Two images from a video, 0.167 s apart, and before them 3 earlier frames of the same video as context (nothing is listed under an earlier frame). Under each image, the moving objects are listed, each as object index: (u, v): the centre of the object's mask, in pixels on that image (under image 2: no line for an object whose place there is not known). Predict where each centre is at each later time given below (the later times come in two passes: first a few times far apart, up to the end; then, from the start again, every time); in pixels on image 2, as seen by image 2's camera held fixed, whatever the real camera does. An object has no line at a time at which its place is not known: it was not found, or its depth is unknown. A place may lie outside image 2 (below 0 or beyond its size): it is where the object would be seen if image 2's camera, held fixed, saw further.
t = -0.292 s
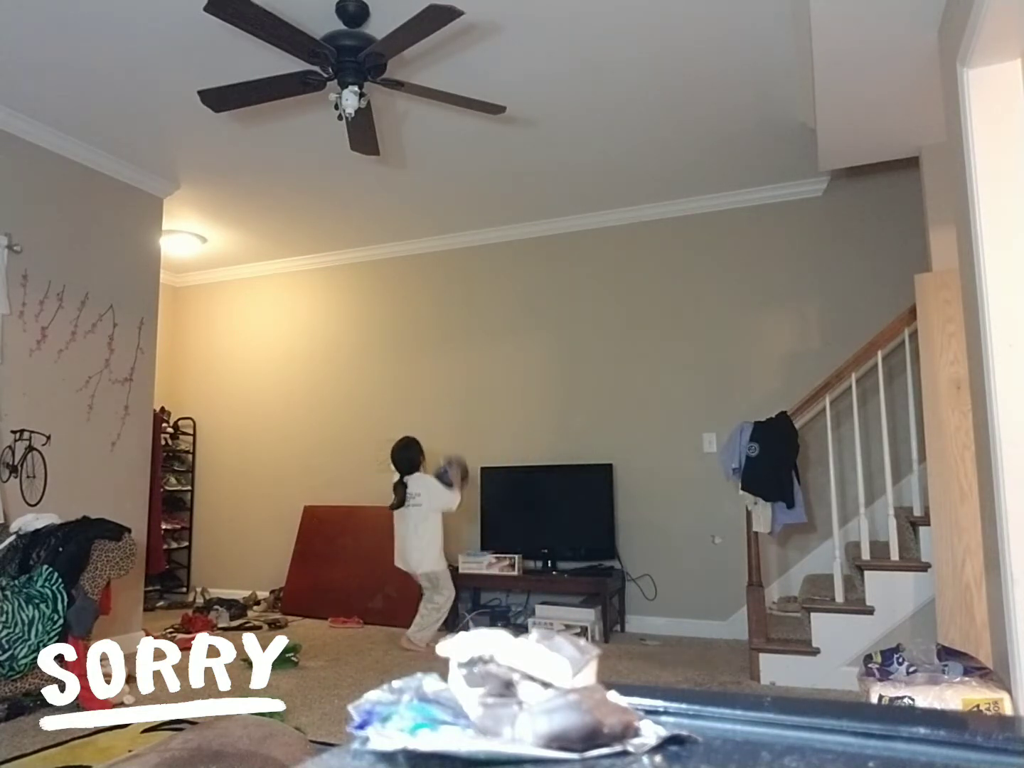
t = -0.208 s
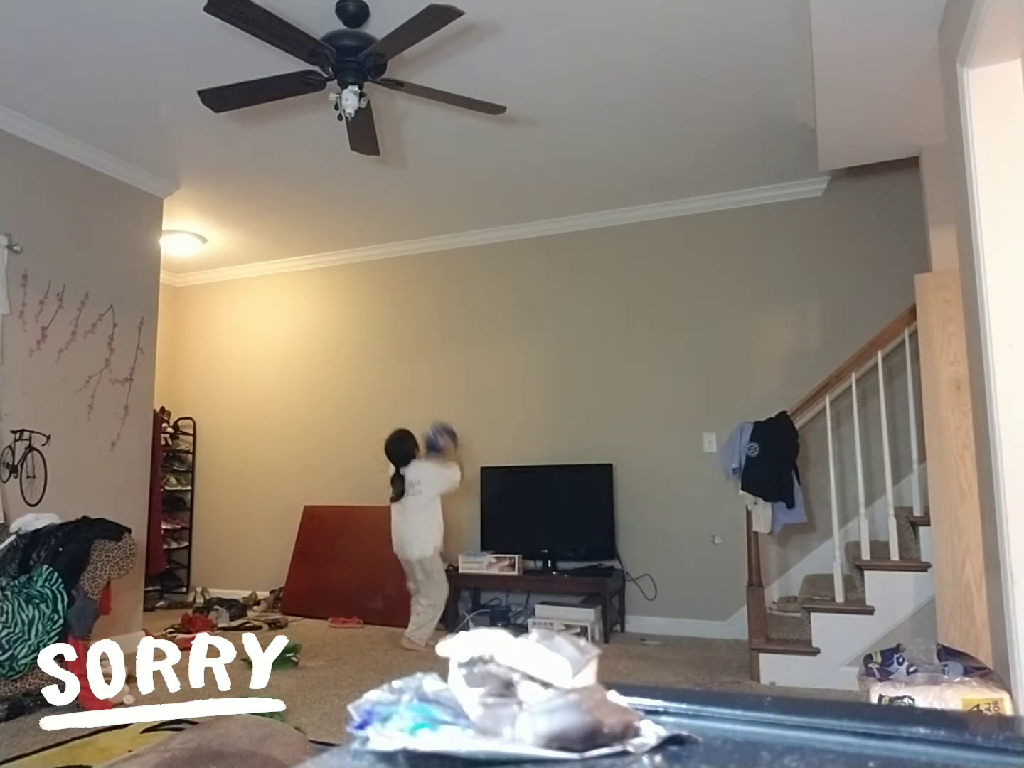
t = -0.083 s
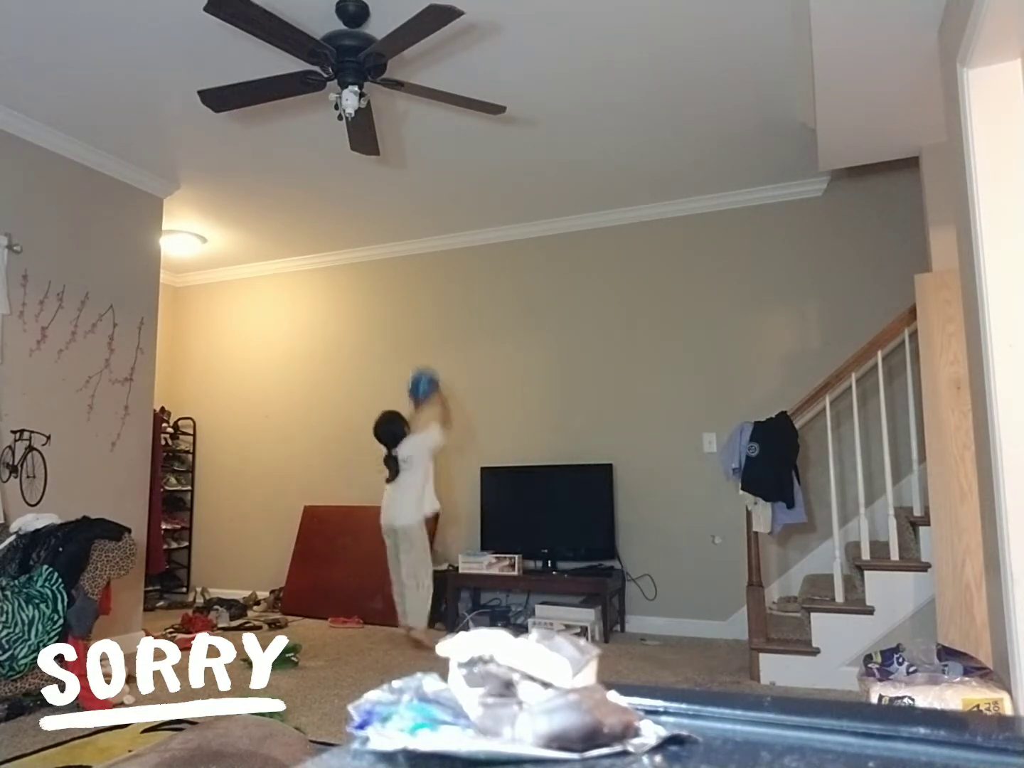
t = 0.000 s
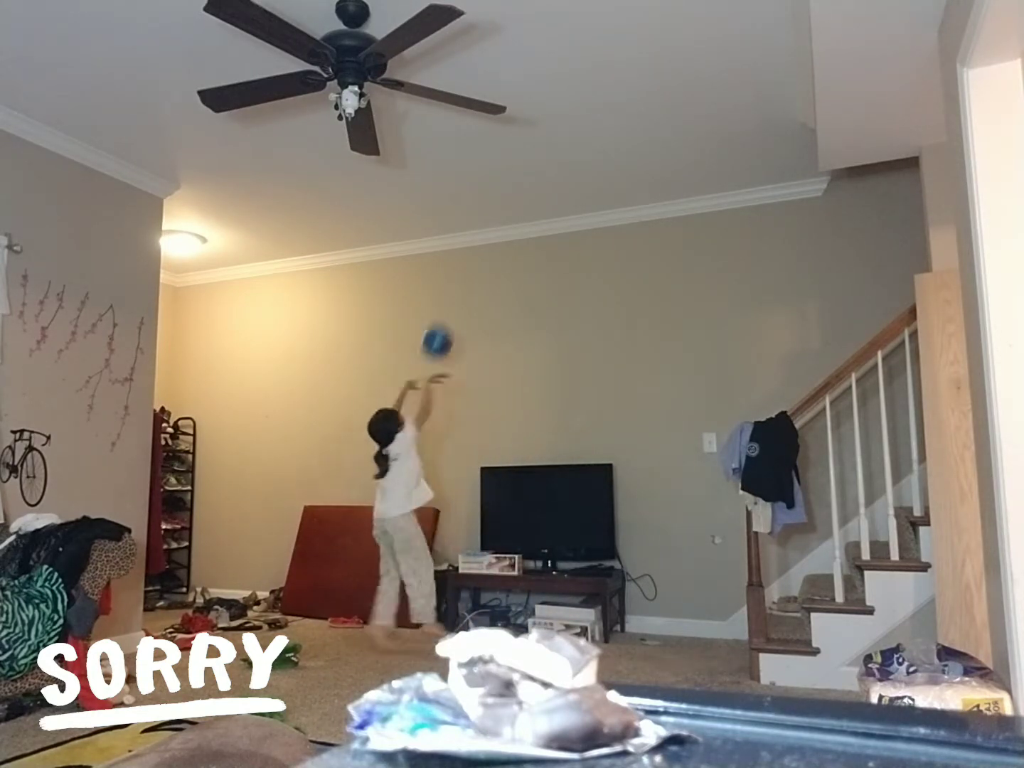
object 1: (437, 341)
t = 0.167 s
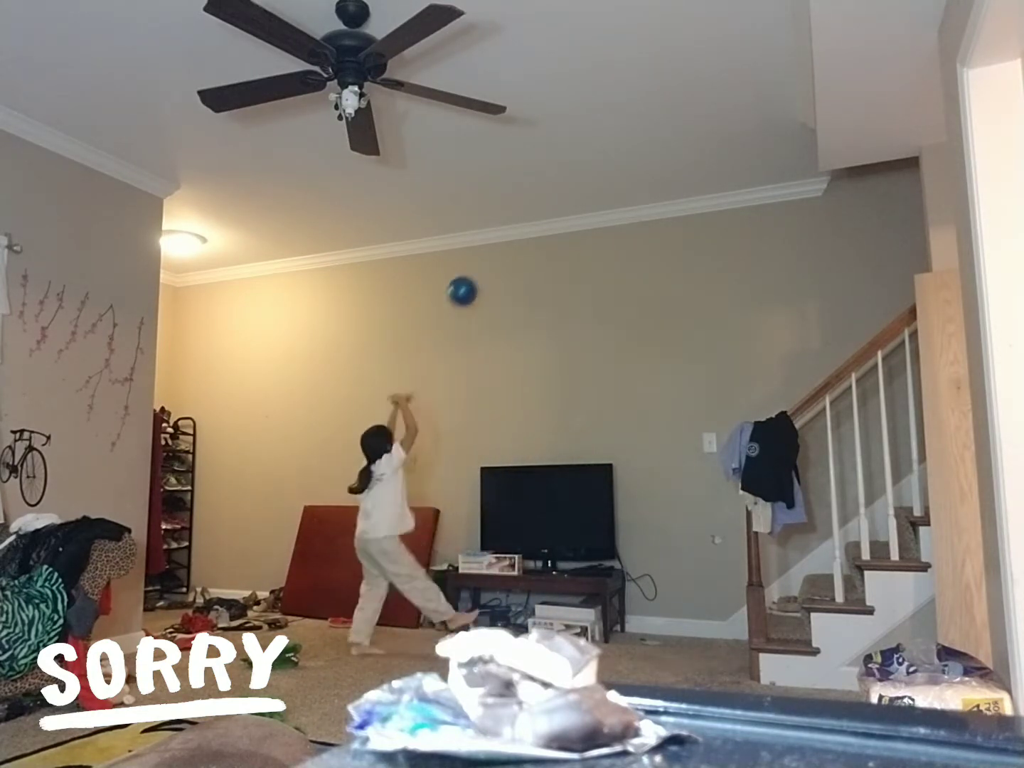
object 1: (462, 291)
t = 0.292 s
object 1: (475, 281)
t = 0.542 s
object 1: (446, 292)
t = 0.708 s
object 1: (425, 351)
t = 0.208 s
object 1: (467, 286)
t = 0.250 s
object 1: (472, 282)
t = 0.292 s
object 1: (475, 281)
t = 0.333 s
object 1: (470, 277)
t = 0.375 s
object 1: (466, 275)
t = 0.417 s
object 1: (461, 276)
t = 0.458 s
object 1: (456, 279)
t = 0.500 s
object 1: (452, 284)
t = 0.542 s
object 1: (446, 292)
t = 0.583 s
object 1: (441, 302)
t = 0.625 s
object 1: (436, 315)
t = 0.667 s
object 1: (431, 331)
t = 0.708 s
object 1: (425, 351)
